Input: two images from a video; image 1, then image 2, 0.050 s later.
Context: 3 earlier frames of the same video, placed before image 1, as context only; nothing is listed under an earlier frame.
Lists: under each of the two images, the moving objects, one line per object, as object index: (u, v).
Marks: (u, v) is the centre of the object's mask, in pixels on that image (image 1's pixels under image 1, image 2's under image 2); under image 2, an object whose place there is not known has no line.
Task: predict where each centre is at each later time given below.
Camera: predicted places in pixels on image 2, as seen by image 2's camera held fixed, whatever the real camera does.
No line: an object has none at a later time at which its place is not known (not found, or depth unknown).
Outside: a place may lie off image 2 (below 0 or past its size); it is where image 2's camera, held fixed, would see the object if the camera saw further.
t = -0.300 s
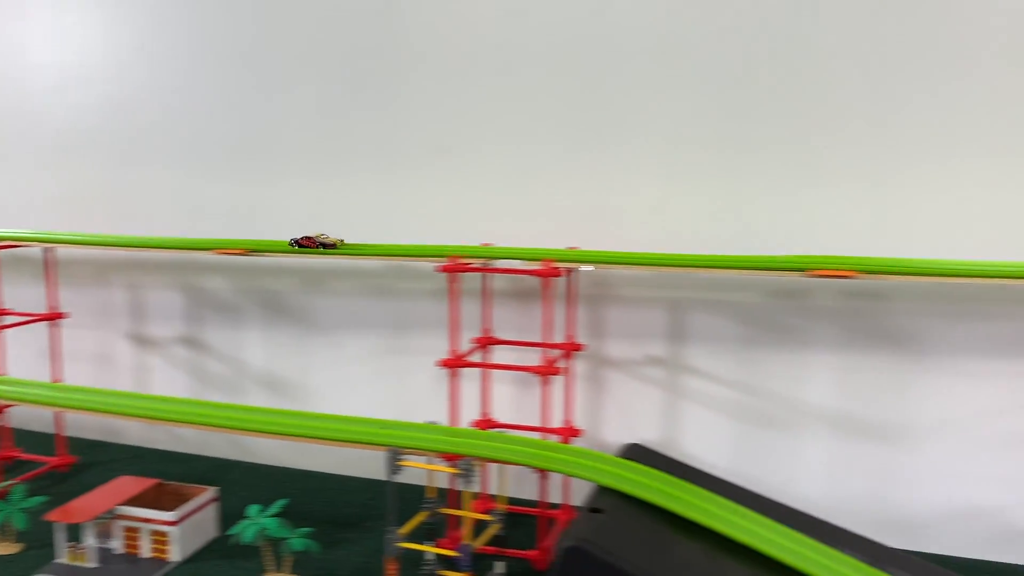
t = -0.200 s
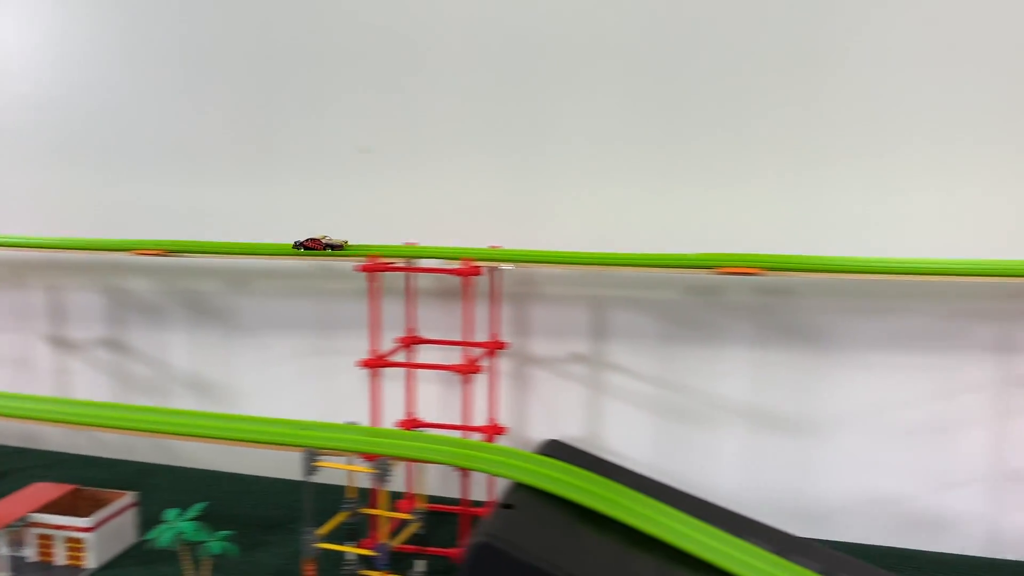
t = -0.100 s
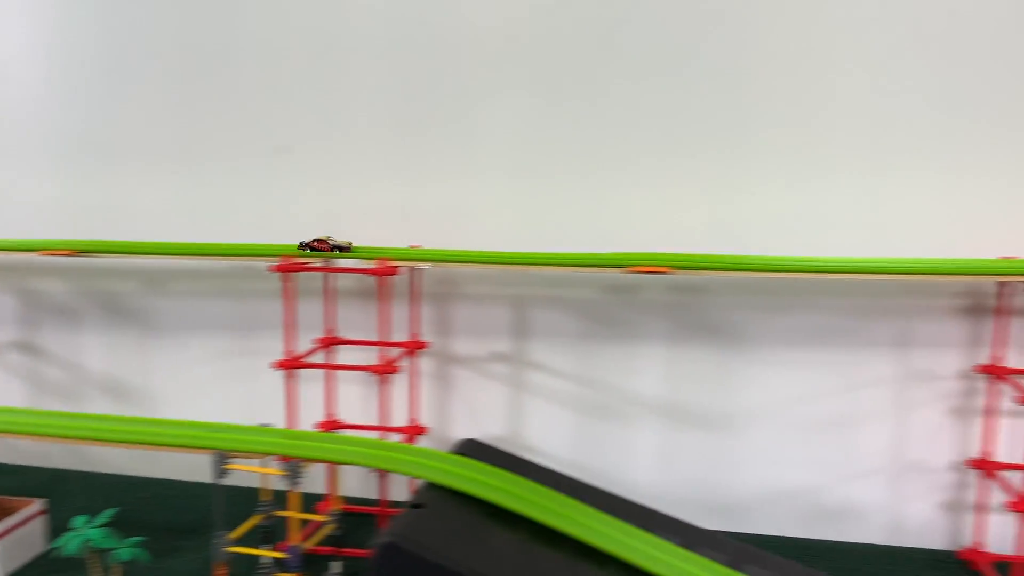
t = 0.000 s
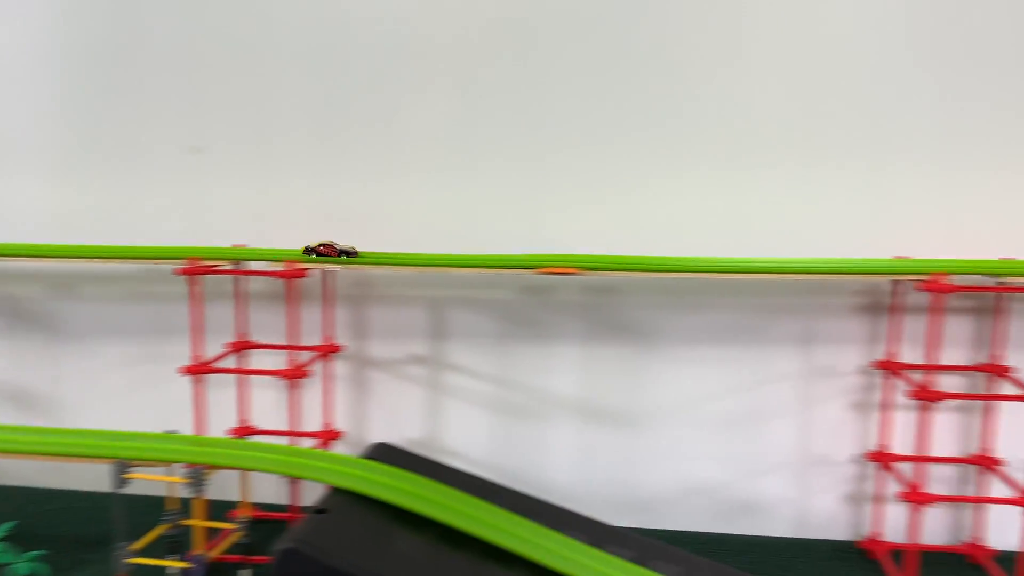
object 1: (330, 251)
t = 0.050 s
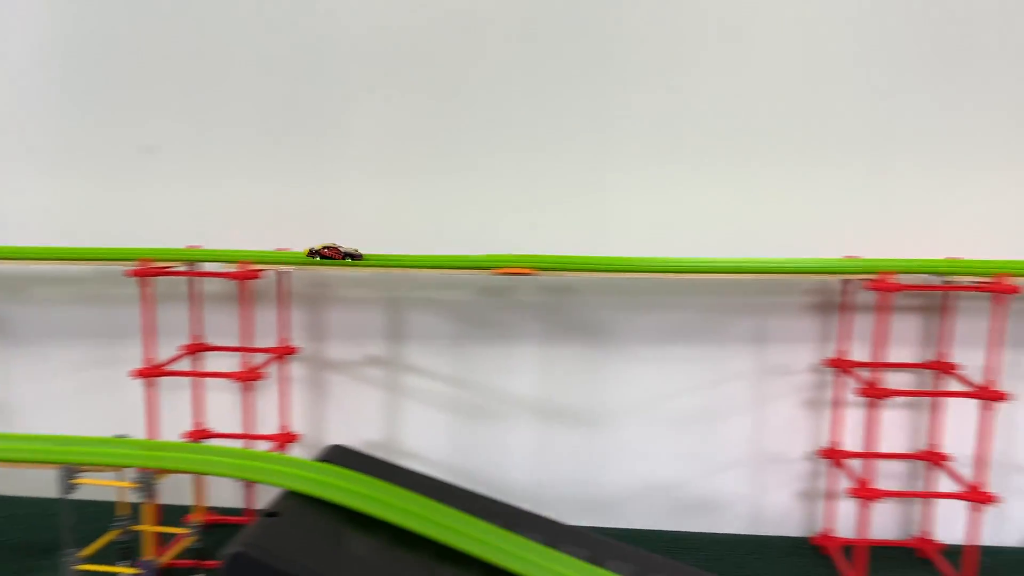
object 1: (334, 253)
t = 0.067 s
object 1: (351, 254)
